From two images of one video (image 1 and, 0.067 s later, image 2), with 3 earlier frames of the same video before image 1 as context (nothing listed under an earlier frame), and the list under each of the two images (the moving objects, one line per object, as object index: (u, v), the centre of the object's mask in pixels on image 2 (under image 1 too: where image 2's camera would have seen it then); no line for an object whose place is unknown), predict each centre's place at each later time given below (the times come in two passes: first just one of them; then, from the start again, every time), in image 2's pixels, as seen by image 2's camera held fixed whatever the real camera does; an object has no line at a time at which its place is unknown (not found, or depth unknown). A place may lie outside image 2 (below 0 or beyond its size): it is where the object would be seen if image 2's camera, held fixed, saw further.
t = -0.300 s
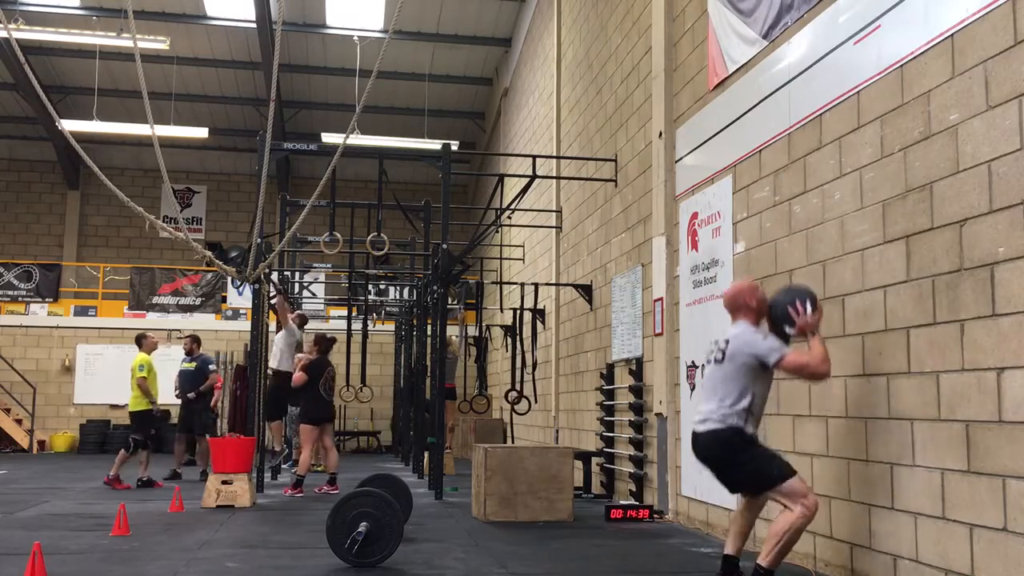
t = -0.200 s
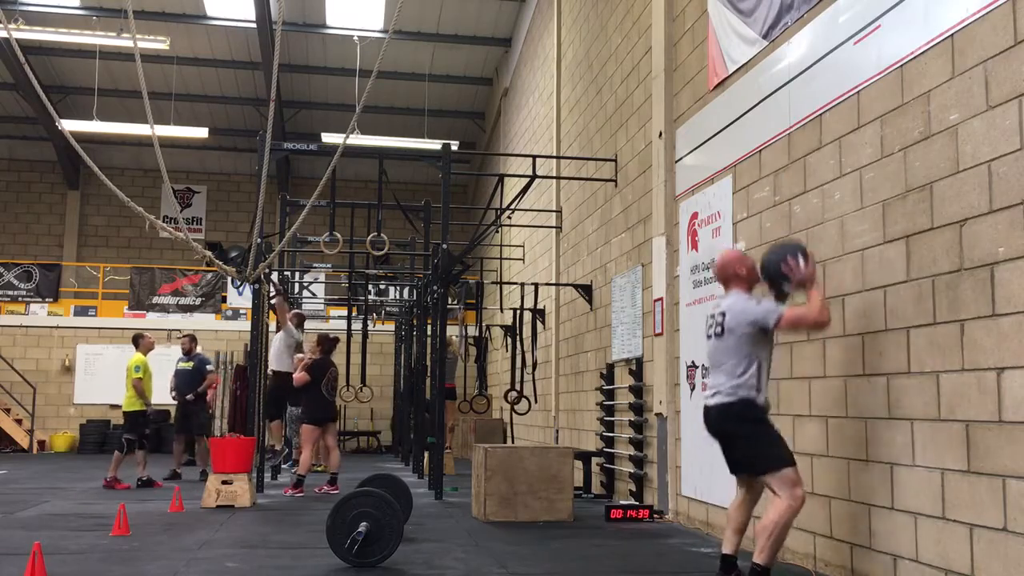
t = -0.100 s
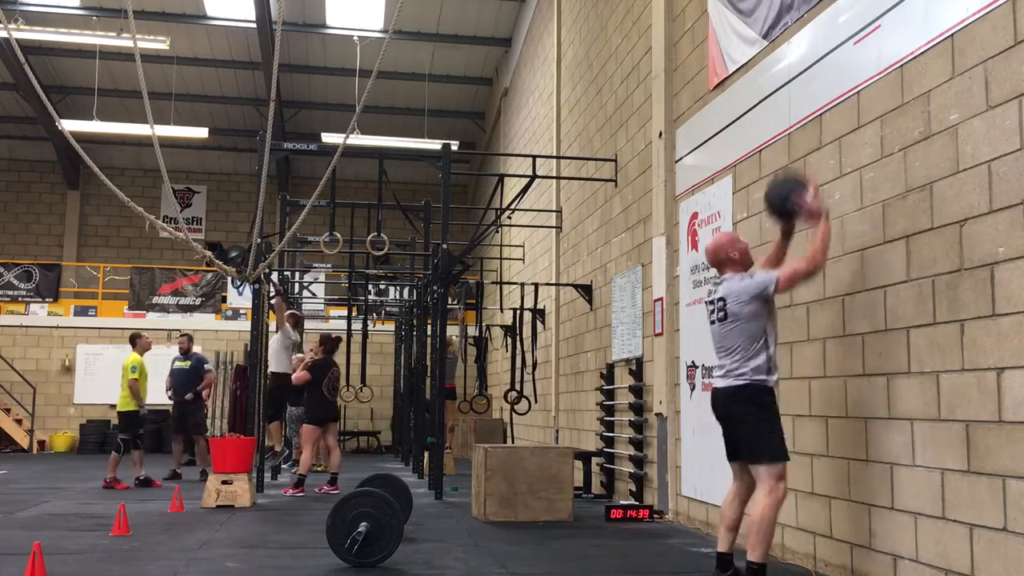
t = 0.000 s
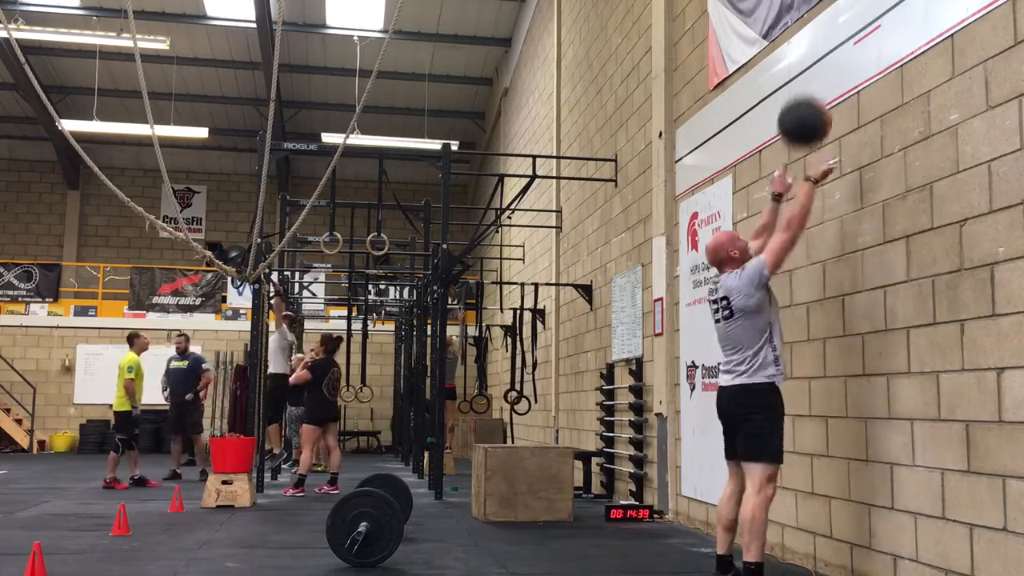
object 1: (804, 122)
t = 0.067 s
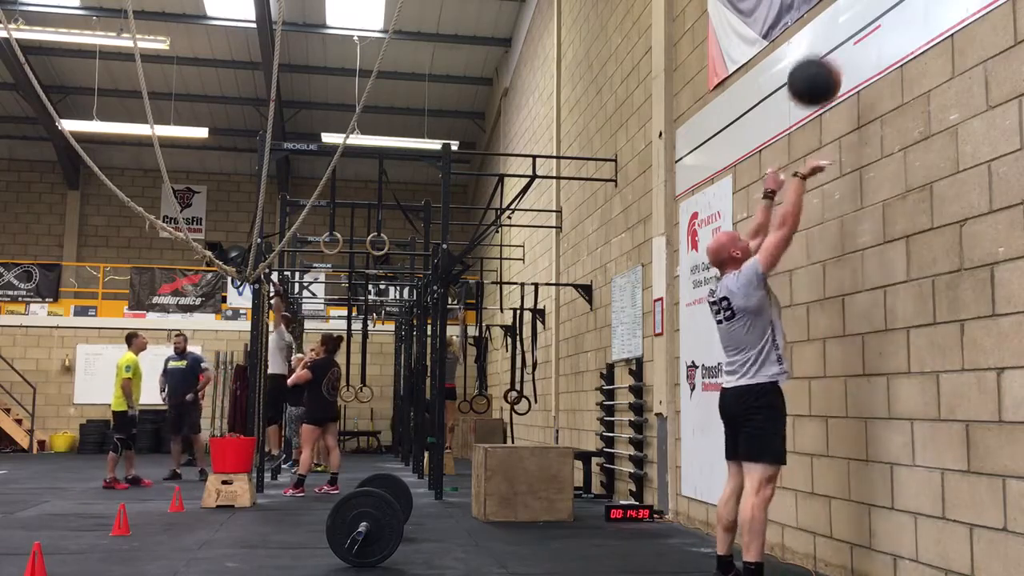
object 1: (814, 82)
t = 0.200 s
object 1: (833, 25)
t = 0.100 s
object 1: (819, 64)
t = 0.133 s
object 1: (823, 49)
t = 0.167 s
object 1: (829, 36)
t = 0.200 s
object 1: (833, 25)
